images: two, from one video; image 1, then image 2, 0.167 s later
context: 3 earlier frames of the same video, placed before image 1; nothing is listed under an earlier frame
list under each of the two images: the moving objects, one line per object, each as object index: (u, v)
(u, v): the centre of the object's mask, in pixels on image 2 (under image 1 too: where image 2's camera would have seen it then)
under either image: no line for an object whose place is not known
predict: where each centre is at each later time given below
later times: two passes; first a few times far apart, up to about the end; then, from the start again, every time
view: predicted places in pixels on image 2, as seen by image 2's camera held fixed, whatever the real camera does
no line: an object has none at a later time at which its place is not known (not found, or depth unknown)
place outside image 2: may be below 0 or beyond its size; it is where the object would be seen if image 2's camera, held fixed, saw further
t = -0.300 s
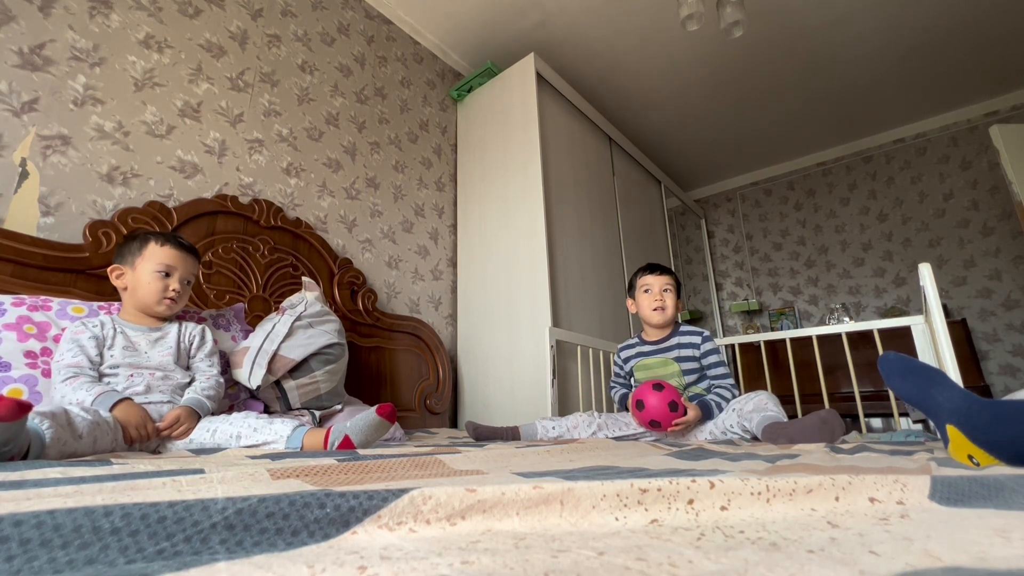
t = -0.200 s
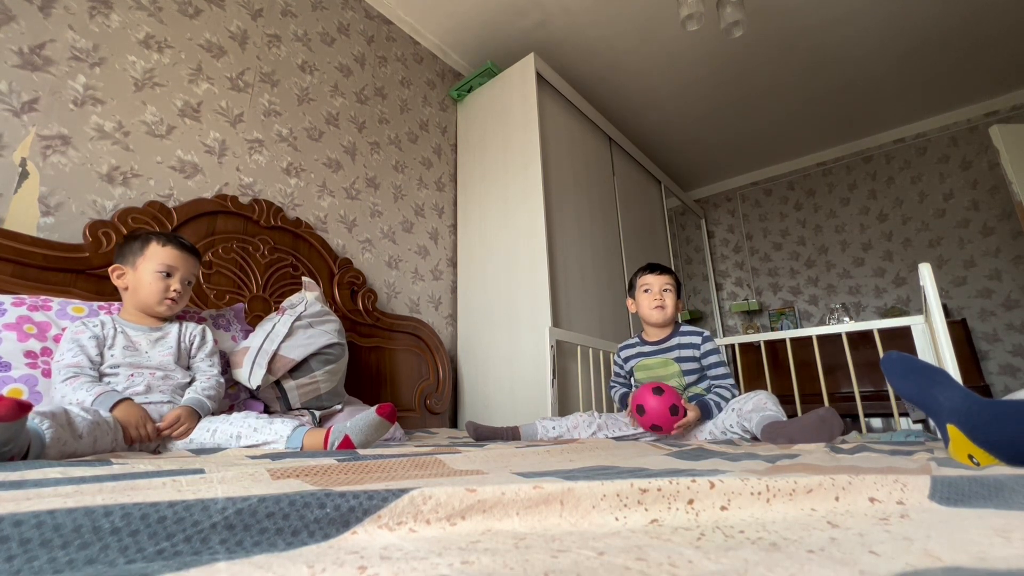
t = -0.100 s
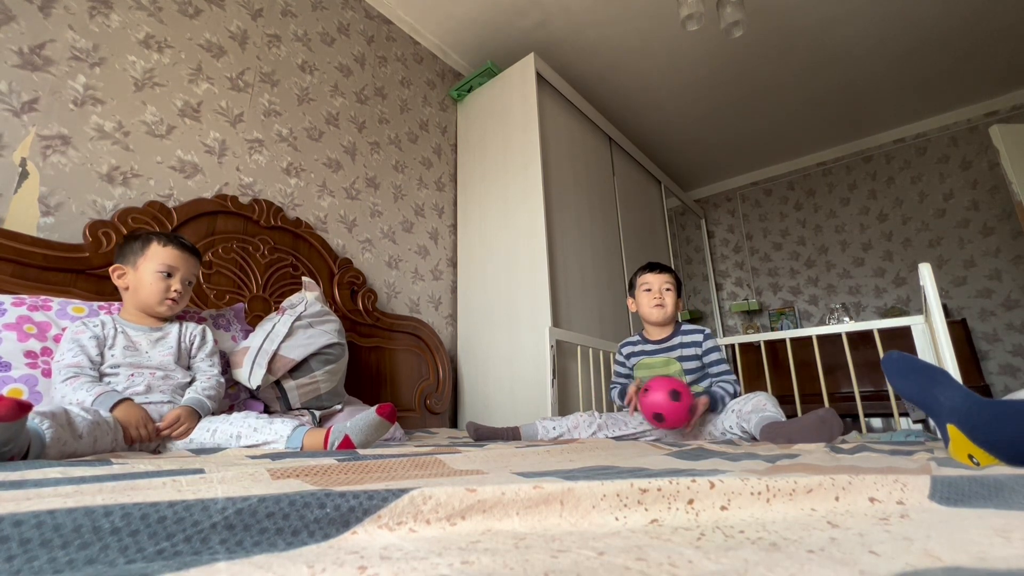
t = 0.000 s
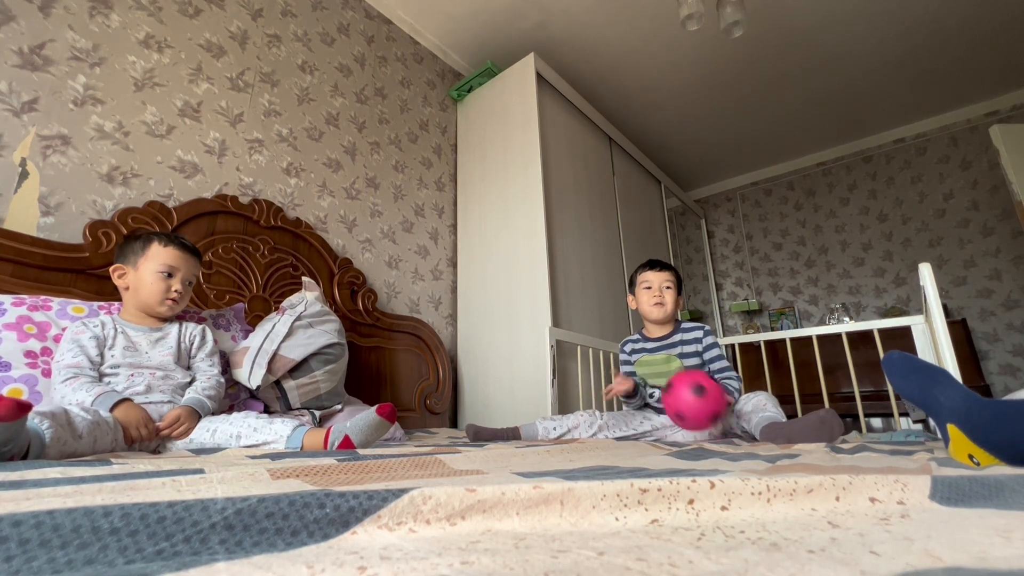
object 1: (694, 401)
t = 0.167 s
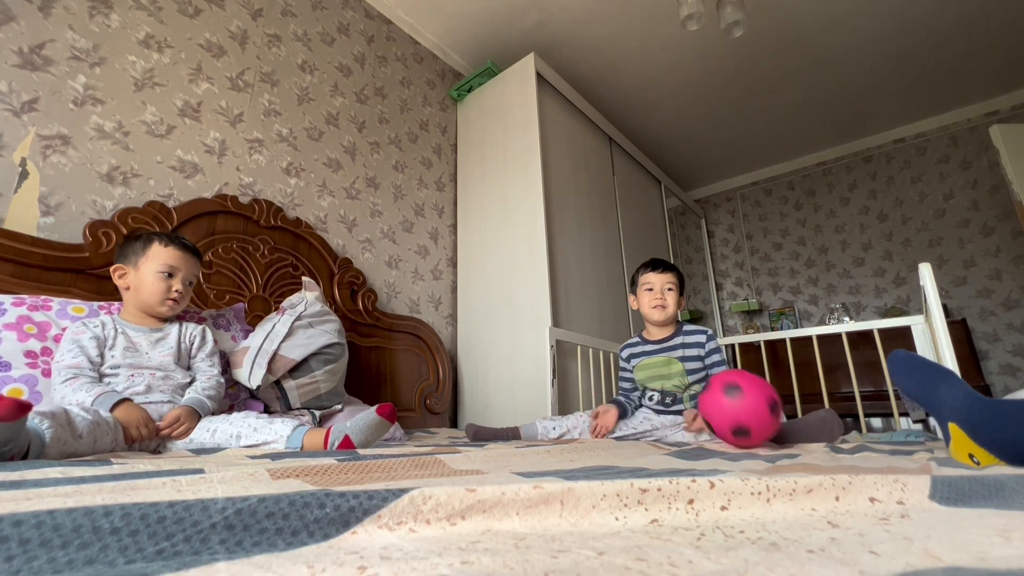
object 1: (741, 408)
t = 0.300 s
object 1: (783, 410)
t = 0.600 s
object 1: (943, 408)
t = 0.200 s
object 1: (750, 414)
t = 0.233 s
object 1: (760, 414)
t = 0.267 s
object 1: (771, 410)
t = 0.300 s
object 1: (783, 410)
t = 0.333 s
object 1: (797, 414)
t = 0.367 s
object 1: (812, 414)
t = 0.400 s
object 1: (828, 411)
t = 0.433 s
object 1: (844, 411)
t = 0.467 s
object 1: (862, 408)
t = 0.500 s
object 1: (882, 406)
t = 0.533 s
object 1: (905, 407)
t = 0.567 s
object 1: (928, 410)
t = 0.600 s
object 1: (943, 408)
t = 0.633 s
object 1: (955, 403)
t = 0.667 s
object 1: (965, 398)
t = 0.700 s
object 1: (976, 394)
